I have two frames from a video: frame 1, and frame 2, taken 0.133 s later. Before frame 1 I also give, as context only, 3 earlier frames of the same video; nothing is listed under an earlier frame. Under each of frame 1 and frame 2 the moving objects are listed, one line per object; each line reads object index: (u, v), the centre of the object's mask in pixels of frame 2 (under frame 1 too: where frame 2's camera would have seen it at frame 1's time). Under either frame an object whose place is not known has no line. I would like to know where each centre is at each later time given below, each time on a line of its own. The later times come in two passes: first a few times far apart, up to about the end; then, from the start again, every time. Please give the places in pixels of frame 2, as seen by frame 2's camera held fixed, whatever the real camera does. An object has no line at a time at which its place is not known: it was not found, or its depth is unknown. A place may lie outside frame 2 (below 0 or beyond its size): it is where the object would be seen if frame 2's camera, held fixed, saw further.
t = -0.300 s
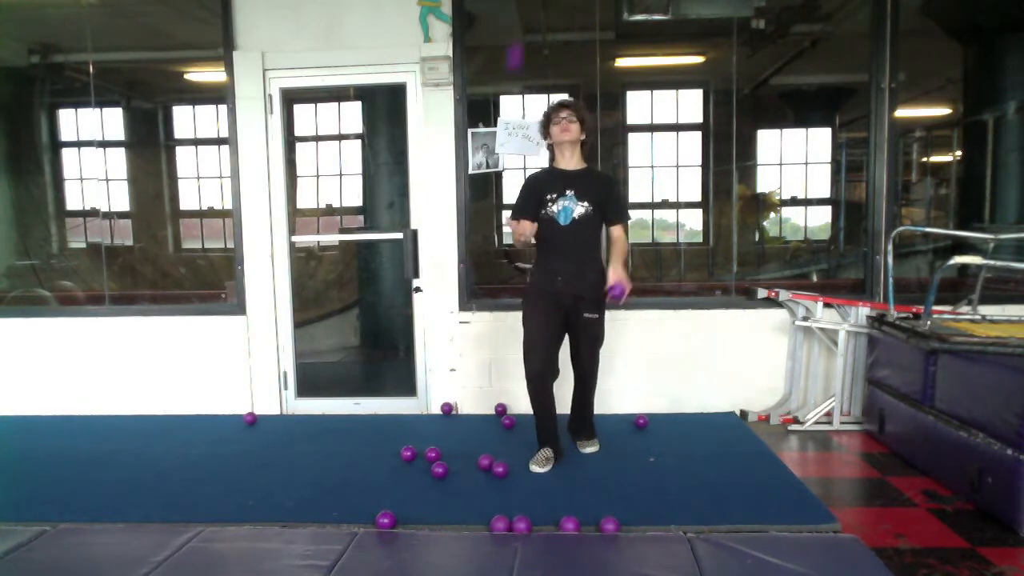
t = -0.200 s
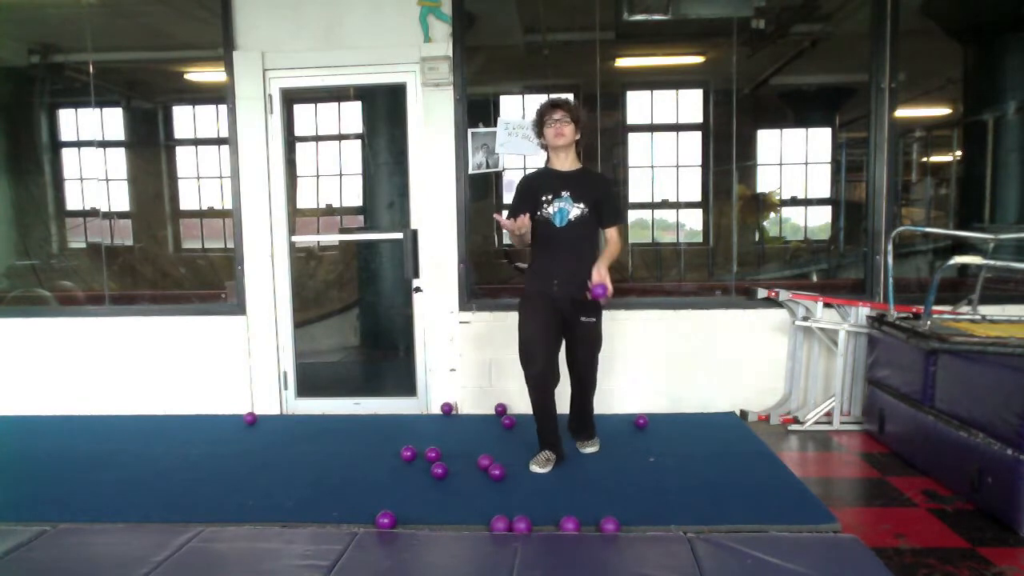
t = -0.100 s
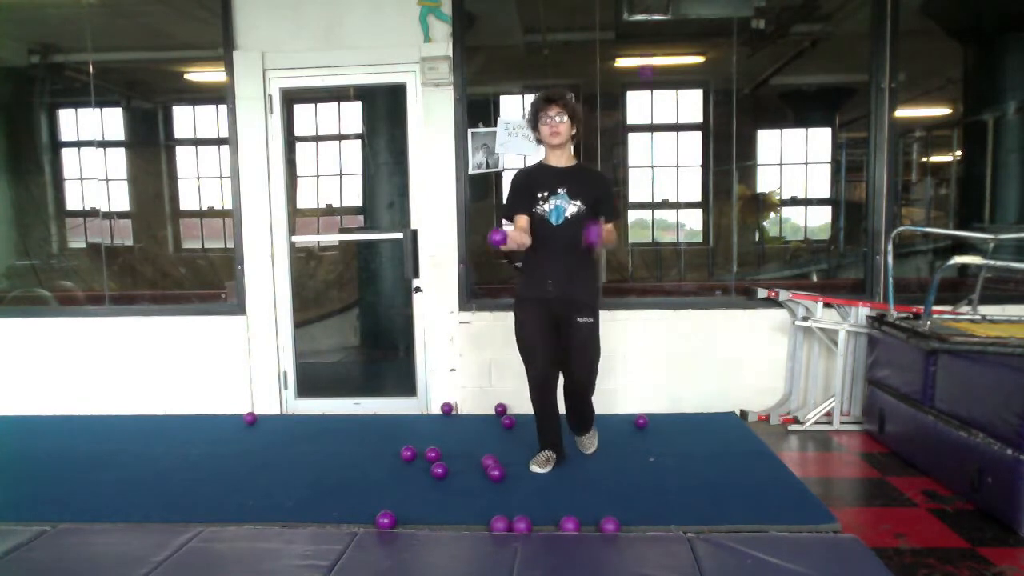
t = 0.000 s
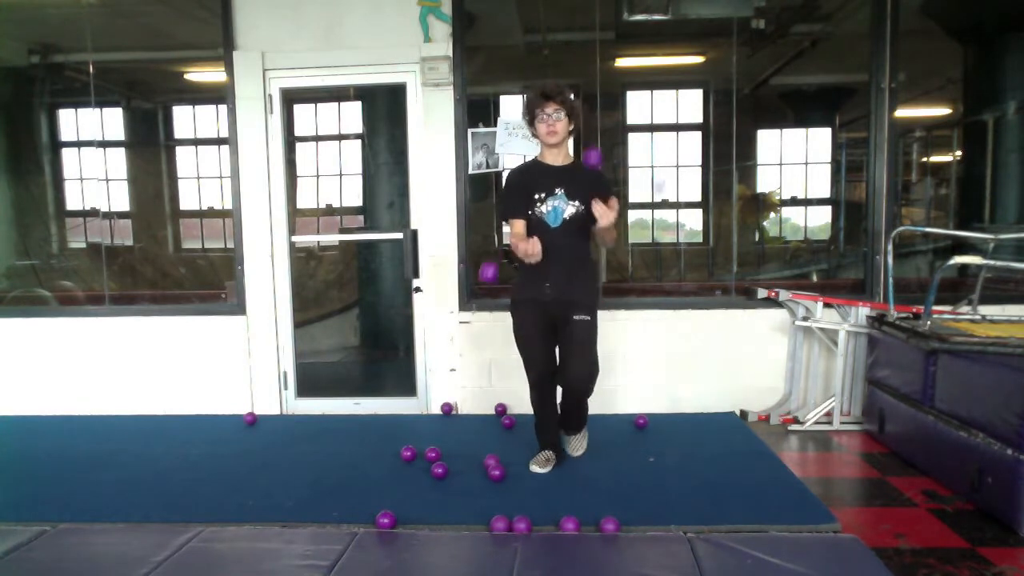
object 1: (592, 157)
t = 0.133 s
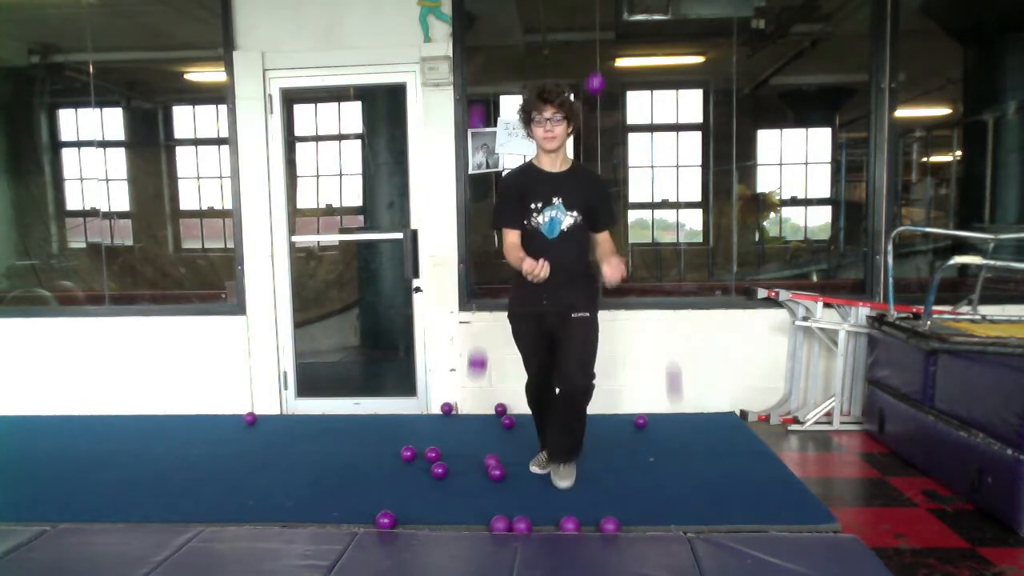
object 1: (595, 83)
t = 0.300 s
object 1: (596, 44)
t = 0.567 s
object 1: (601, 157)
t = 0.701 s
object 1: (595, 276)
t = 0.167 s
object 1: (595, 70)
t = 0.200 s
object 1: (595, 59)
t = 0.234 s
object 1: (595, 51)
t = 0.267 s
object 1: (596, 46)
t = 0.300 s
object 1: (596, 44)
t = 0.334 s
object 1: (596, 44)
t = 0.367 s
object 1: (596, 47)
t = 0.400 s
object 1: (596, 55)
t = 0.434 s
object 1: (597, 66)
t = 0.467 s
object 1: (598, 83)
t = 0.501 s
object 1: (598, 103)
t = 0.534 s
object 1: (600, 128)
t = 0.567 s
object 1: (601, 157)
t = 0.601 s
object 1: (601, 187)
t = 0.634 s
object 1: (601, 217)
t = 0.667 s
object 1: (597, 244)
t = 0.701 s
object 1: (595, 276)
